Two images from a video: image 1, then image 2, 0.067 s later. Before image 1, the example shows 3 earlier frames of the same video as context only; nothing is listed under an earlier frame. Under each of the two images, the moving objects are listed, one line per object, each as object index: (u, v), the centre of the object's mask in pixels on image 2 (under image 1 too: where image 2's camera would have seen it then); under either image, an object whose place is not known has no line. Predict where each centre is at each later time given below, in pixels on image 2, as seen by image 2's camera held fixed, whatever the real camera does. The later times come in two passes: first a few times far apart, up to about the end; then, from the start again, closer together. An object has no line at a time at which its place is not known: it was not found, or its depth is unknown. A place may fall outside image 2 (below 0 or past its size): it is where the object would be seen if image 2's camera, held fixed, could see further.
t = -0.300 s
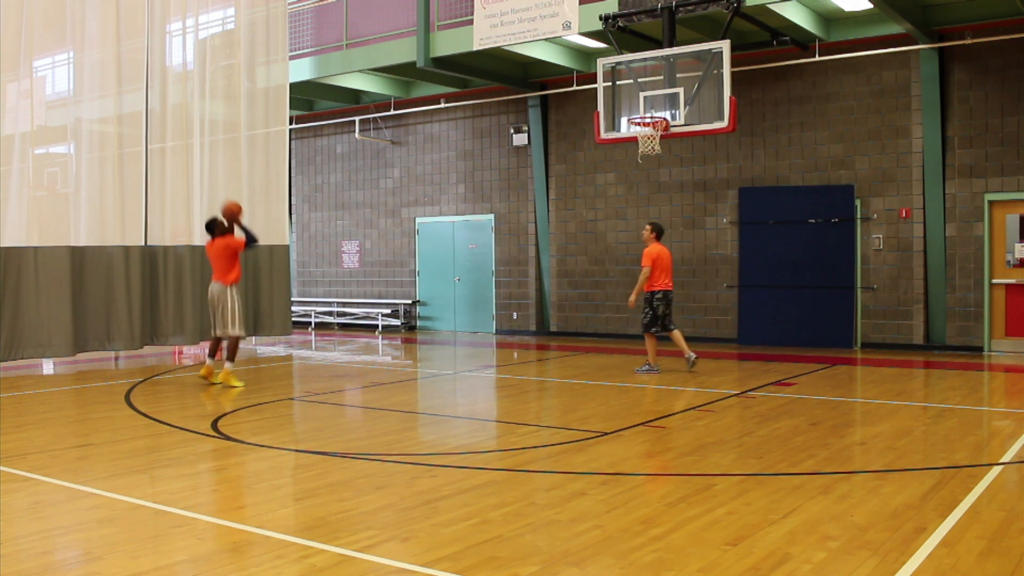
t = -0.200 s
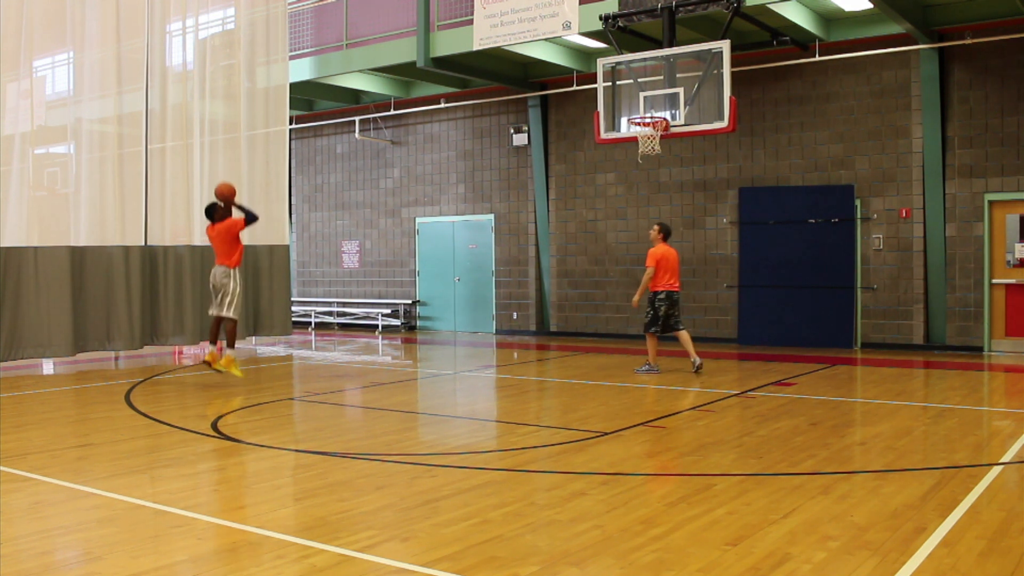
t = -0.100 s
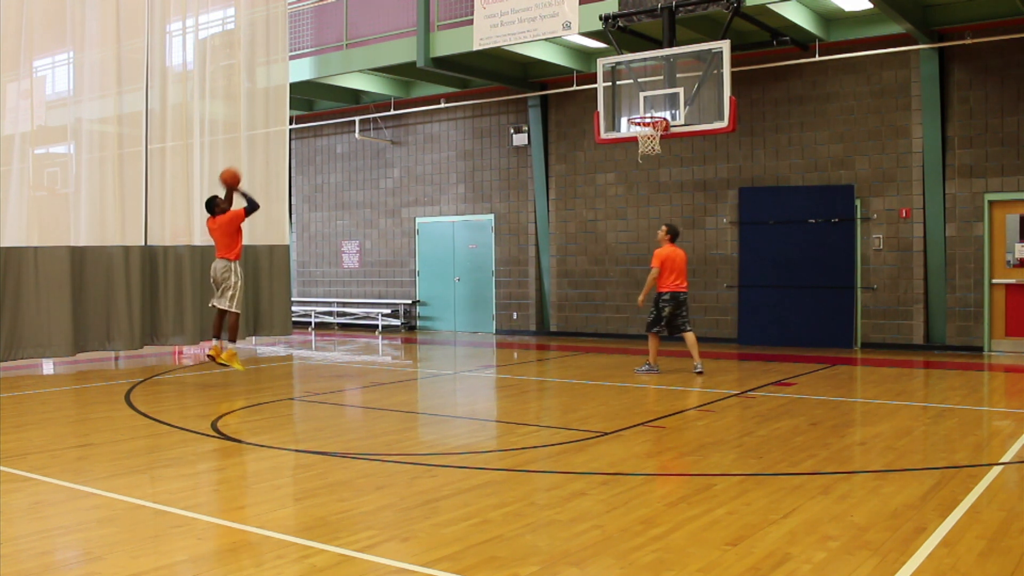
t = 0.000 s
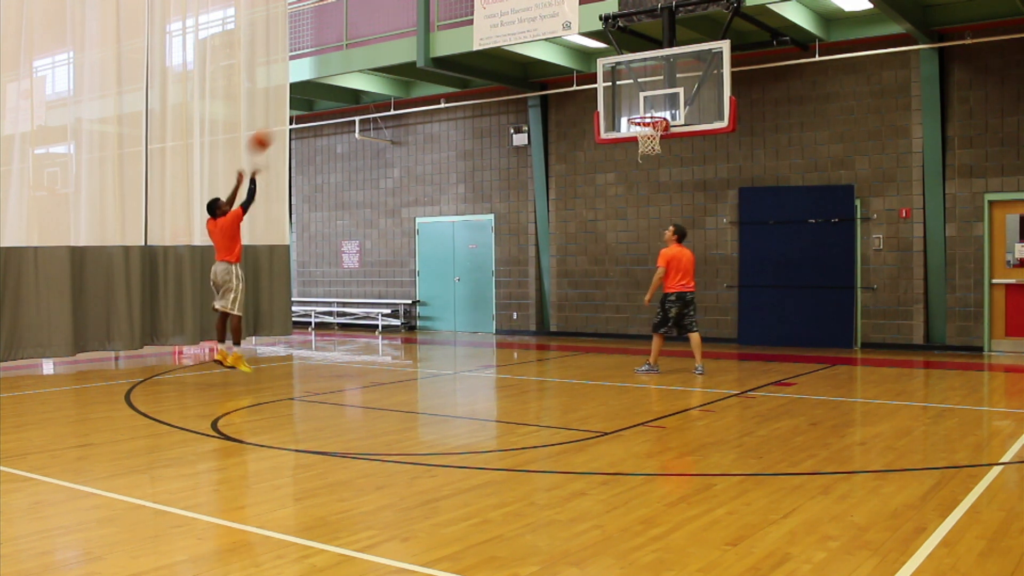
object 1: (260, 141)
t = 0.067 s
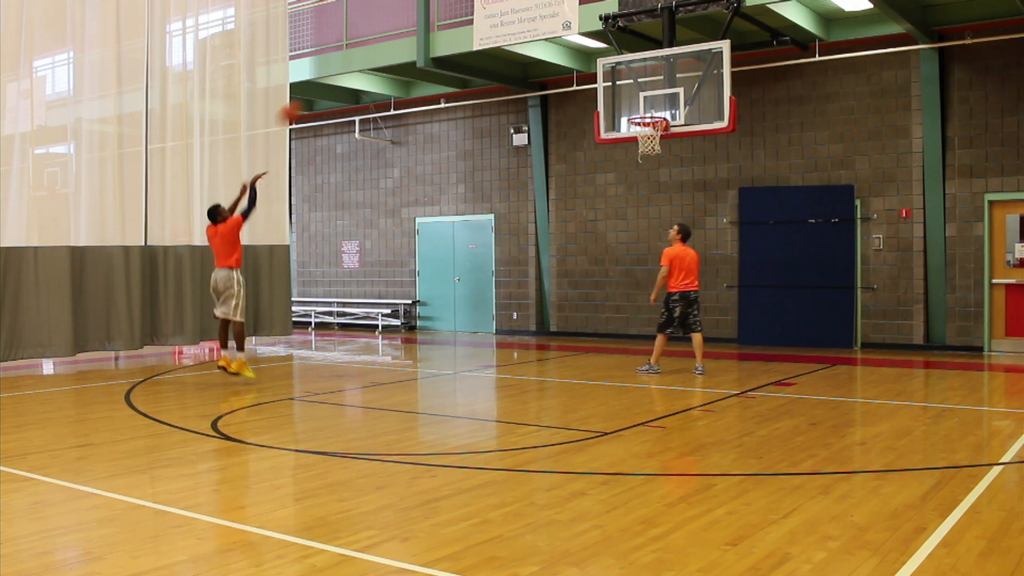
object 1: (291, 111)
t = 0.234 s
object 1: (362, 63)
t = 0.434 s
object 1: (445, 35)
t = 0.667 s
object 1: (539, 42)
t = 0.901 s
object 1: (628, 93)
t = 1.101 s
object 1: (635, 142)
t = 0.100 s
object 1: (305, 100)
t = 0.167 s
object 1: (331, 81)
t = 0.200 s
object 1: (348, 70)
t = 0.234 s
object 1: (362, 63)
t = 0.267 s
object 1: (376, 56)
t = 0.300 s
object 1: (390, 50)
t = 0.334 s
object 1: (404, 45)
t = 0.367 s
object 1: (419, 40)
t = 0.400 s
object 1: (431, 37)
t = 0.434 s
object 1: (445, 35)
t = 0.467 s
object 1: (458, 33)
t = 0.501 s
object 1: (471, 33)
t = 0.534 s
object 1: (486, 33)
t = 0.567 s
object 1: (498, 34)
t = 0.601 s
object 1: (512, 36)
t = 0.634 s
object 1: (525, 38)
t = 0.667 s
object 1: (539, 42)
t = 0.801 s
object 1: (588, 66)
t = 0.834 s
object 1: (603, 75)
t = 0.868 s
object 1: (615, 83)
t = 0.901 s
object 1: (628, 93)
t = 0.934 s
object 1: (640, 103)
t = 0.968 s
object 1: (652, 110)
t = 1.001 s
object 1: (652, 125)
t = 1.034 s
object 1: (640, 136)
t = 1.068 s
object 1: (638, 142)
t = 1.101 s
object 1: (635, 142)
